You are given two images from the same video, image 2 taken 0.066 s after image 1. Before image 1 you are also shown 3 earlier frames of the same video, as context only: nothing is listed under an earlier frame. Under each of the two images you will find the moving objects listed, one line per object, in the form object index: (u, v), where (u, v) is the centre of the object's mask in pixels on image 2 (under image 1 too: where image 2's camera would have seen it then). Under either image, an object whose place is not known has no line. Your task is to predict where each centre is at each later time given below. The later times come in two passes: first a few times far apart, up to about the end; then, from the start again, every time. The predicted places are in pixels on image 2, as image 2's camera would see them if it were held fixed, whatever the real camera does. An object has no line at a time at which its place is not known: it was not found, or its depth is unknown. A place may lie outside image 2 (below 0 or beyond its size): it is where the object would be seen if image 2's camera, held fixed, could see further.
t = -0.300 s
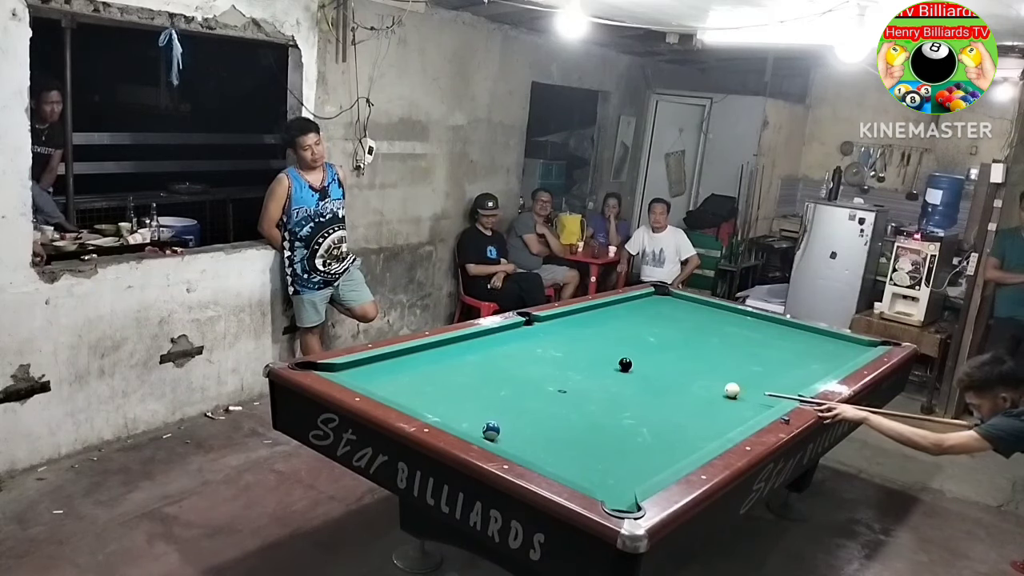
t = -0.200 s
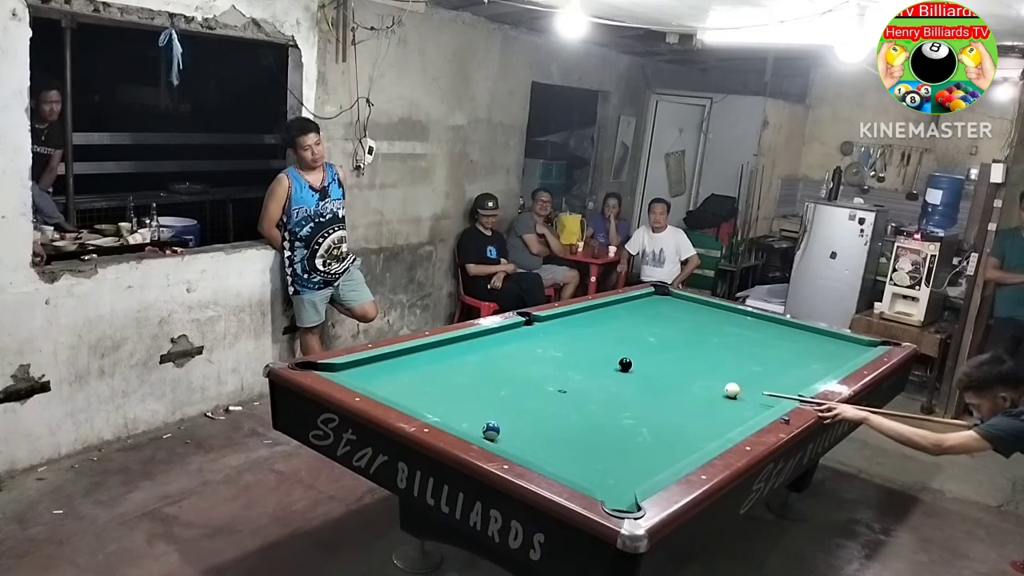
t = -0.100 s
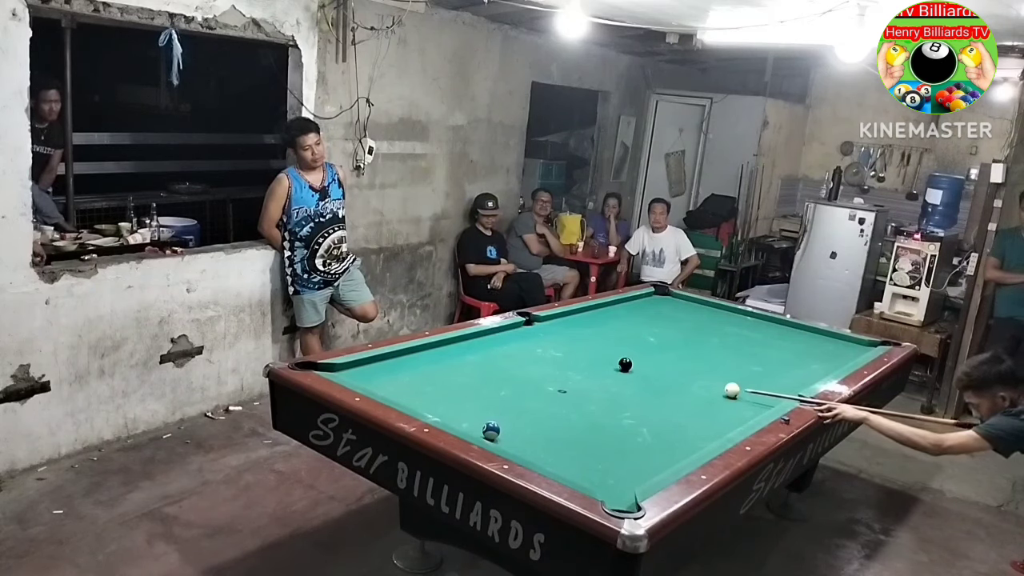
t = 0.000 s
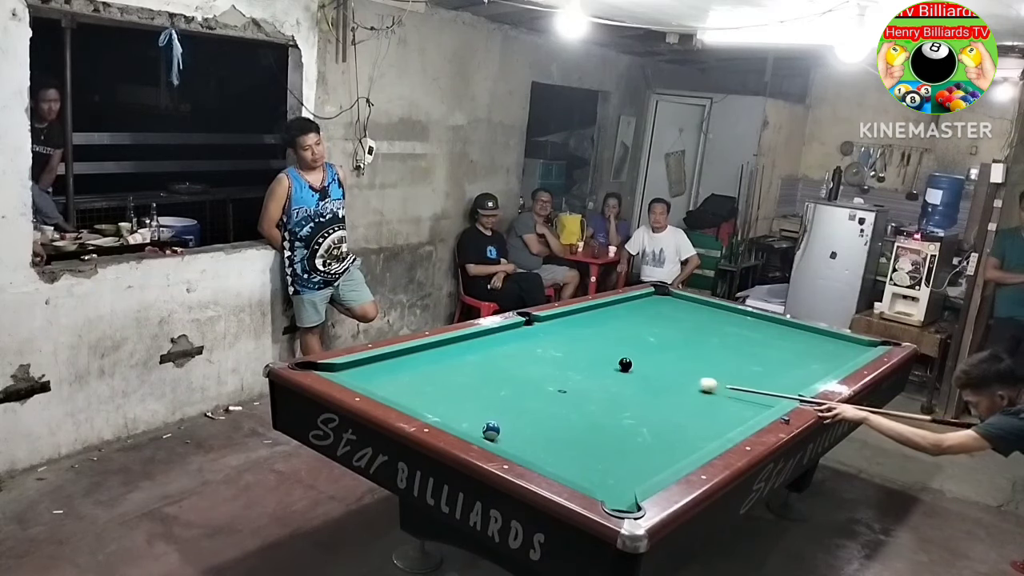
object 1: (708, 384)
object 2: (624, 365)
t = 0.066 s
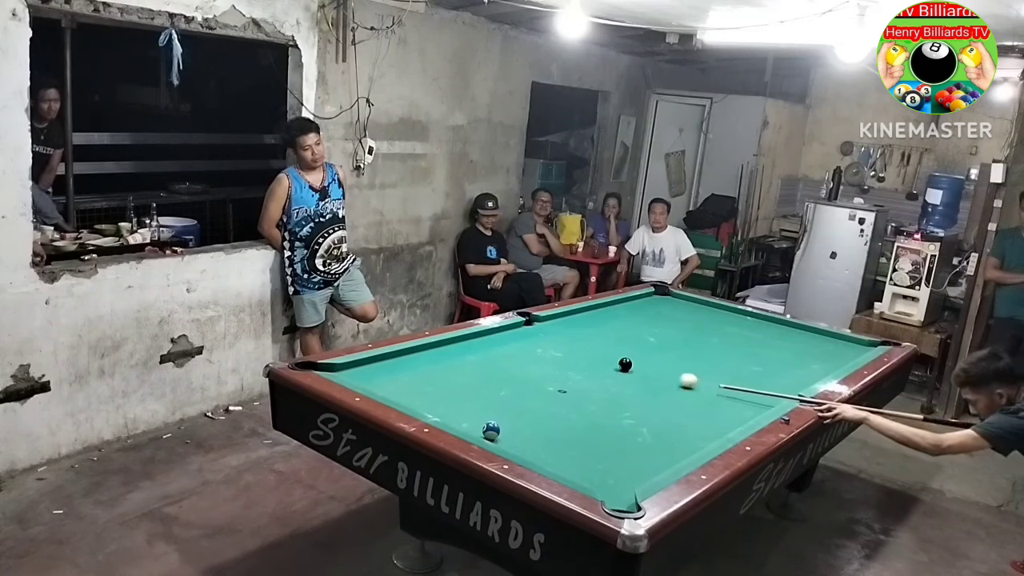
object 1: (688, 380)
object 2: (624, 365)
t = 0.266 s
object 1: (633, 368)
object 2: (622, 364)
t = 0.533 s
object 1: (590, 367)
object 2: (600, 353)
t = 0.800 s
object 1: (547, 365)
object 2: (580, 342)
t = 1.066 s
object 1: (505, 364)
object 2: (562, 333)
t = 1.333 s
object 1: (463, 362)
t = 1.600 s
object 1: (422, 361)
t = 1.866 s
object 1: (382, 360)
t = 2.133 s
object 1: (370, 365)
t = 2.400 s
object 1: (366, 372)
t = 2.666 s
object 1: (363, 378)
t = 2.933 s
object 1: (366, 382)
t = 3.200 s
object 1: (378, 384)
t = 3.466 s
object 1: (388, 386)
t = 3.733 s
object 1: (397, 387)
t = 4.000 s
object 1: (404, 387)
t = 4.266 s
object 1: (410, 388)
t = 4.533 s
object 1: (413, 388)
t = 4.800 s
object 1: (415, 388)
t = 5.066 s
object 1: (416, 388)
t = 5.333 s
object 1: (416, 388)
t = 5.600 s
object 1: (416, 388)
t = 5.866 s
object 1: (415, 388)
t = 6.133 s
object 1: (415, 388)
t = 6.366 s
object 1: (416, 388)
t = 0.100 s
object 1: (678, 378)
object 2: (624, 365)
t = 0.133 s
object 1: (669, 376)
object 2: (624, 365)
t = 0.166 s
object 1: (660, 374)
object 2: (624, 365)
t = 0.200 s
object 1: (650, 372)
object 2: (624, 365)
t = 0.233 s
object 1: (642, 370)
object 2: (624, 365)
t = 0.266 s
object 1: (633, 368)
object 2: (622, 364)
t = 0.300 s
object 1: (628, 369)
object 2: (619, 362)
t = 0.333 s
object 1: (623, 369)
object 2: (616, 359)
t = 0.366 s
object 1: (618, 368)
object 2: (613, 358)
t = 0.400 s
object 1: (612, 368)
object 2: (611, 356)
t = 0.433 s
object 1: (607, 368)
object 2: (608, 355)
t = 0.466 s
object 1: (601, 368)
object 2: (605, 355)
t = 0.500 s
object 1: (595, 367)
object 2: (602, 354)
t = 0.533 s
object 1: (590, 367)
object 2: (600, 353)
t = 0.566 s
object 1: (585, 367)
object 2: (597, 351)
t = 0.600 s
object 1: (579, 367)
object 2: (595, 350)
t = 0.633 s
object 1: (574, 366)
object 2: (592, 348)
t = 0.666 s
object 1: (569, 366)
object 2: (590, 347)
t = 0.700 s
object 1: (563, 366)
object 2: (587, 346)
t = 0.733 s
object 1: (558, 366)
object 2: (585, 345)
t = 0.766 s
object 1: (552, 366)
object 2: (582, 343)
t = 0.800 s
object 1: (547, 365)
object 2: (580, 342)
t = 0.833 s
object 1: (542, 365)
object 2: (577, 341)
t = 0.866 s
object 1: (537, 365)
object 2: (575, 340)
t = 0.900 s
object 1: (531, 365)
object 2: (573, 339)
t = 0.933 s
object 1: (526, 365)
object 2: (571, 338)
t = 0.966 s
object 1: (521, 365)
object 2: (569, 337)
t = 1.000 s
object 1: (515, 364)
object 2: (566, 335)
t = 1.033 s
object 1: (510, 364)
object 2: (564, 334)
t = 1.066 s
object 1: (505, 364)
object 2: (562, 333)
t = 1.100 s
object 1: (500, 364)
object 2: (560, 332)
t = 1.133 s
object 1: (494, 363)
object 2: (558, 331)
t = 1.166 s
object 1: (489, 363)
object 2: (556, 330)
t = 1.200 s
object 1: (484, 363)
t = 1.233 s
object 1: (479, 363)
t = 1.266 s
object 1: (474, 363)
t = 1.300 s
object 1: (469, 363)
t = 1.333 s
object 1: (463, 362)
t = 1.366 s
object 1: (458, 362)
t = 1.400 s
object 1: (453, 362)
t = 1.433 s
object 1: (448, 362)
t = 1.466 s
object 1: (443, 362)
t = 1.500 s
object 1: (438, 362)
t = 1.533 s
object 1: (433, 361)
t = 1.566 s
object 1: (428, 361)
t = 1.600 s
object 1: (422, 361)
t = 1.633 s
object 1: (417, 361)
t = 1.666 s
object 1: (412, 361)
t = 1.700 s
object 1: (407, 361)
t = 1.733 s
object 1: (402, 360)
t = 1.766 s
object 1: (397, 360)
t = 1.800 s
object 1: (392, 360)
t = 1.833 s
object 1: (387, 360)
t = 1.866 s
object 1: (382, 360)
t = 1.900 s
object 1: (377, 360)
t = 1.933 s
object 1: (374, 360)
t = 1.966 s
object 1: (374, 361)
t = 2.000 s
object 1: (373, 362)
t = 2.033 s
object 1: (372, 363)
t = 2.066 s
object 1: (372, 364)
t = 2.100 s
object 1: (371, 365)
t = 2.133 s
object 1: (370, 365)
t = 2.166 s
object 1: (370, 366)
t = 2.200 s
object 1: (369, 367)
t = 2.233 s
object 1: (369, 368)
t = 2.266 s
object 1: (368, 369)
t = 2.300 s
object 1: (368, 370)
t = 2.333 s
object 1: (367, 371)
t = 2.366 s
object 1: (367, 371)
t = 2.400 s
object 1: (366, 372)
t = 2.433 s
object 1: (366, 373)
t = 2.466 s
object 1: (365, 374)
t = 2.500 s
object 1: (365, 375)
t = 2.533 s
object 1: (364, 376)
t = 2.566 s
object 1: (364, 376)
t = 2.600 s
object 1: (364, 377)
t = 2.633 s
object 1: (363, 377)
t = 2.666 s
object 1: (363, 378)
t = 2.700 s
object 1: (363, 378)
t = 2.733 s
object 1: (362, 379)
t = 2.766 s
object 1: (362, 379)
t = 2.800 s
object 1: (361, 380)
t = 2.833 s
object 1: (361, 380)
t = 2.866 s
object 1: (363, 381)
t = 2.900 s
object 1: (364, 381)
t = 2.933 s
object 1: (366, 382)
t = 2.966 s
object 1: (368, 382)
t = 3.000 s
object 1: (369, 382)
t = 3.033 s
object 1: (370, 382)
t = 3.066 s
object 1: (372, 382)
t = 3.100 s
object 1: (373, 383)
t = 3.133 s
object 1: (375, 383)
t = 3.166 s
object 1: (376, 384)
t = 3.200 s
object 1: (378, 384)
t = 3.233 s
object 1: (379, 384)
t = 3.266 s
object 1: (380, 385)
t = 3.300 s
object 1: (382, 385)
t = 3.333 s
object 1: (383, 385)
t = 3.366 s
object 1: (385, 386)
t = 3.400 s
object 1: (386, 386)
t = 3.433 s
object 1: (387, 386)
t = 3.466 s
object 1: (388, 386)
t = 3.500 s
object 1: (389, 386)
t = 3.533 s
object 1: (390, 386)
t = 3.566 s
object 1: (392, 387)
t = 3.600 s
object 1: (393, 386)
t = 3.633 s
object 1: (394, 387)
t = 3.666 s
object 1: (395, 387)
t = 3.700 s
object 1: (396, 387)
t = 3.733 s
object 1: (397, 387)
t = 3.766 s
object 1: (398, 387)
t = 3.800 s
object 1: (399, 387)
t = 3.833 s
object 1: (400, 387)
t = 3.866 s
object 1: (401, 387)
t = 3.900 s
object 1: (402, 387)
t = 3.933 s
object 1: (402, 387)
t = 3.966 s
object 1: (403, 387)
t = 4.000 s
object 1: (404, 387)
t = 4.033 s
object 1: (405, 387)
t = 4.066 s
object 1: (406, 388)
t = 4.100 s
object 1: (406, 387)
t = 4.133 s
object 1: (407, 388)
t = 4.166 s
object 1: (408, 388)
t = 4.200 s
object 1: (409, 388)
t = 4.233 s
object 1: (409, 388)
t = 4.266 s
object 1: (410, 388)
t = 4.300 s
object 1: (410, 388)
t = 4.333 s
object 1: (411, 388)
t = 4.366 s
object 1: (411, 388)
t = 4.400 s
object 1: (412, 388)
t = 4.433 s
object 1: (412, 388)
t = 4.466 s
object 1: (413, 388)
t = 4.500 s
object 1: (413, 388)
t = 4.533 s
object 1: (413, 388)
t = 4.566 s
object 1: (414, 388)
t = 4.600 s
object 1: (414, 388)
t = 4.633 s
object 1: (414, 388)
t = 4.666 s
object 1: (415, 388)
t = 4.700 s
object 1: (415, 388)
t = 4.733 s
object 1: (415, 388)
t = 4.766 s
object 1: (415, 388)
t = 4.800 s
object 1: (415, 388)
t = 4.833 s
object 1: (415, 388)
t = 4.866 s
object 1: (415, 388)
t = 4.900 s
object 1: (415, 388)
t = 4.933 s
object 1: (415, 388)
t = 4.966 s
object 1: (415, 388)
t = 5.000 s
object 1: (416, 388)
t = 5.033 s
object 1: (415, 388)
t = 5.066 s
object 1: (416, 388)
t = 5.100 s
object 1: (415, 388)
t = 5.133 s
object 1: (416, 388)
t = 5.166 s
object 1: (416, 388)
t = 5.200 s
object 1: (415, 388)
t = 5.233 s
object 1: (416, 388)
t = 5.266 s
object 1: (416, 388)
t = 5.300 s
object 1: (415, 388)
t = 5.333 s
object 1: (416, 388)
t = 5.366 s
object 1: (415, 388)
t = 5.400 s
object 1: (415, 388)
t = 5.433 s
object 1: (416, 388)
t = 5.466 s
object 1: (416, 388)
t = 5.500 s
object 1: (416, 388)
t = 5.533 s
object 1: (416, 388)
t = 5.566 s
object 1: (416, 388)
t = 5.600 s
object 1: (416, 388)
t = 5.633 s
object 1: (416, 388)
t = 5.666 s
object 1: (416, 388)
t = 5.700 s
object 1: (416, 388)
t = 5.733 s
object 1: (416, 388)
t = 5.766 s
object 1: (415, 388)
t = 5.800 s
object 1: (415, 388)
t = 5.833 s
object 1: (415, 388)
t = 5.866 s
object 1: (415, 388)
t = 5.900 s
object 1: (415, 388)
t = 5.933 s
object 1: (415, 388)
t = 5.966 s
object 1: (415, 388)
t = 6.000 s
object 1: (415, 388)
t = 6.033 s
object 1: (415, 388)
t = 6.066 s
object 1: (415, 388)
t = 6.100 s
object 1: (415, 388)
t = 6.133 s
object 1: (415, 388)
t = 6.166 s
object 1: (415, 388)
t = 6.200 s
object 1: (415, 388)
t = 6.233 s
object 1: (416, 388)
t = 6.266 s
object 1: (415, 388)
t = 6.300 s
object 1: (416, 388)
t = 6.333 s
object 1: (415, 388)
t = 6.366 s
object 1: (416, 388)
